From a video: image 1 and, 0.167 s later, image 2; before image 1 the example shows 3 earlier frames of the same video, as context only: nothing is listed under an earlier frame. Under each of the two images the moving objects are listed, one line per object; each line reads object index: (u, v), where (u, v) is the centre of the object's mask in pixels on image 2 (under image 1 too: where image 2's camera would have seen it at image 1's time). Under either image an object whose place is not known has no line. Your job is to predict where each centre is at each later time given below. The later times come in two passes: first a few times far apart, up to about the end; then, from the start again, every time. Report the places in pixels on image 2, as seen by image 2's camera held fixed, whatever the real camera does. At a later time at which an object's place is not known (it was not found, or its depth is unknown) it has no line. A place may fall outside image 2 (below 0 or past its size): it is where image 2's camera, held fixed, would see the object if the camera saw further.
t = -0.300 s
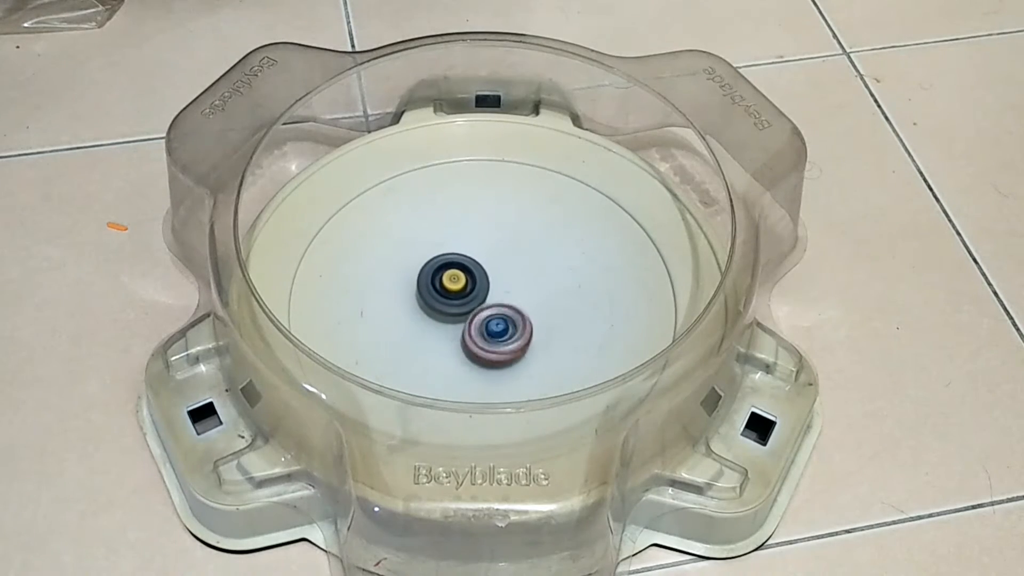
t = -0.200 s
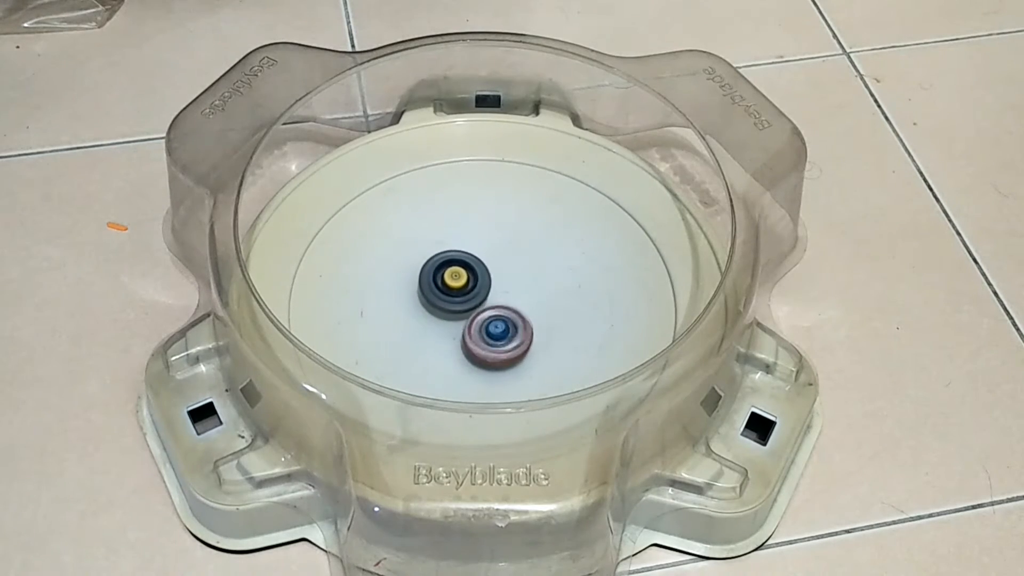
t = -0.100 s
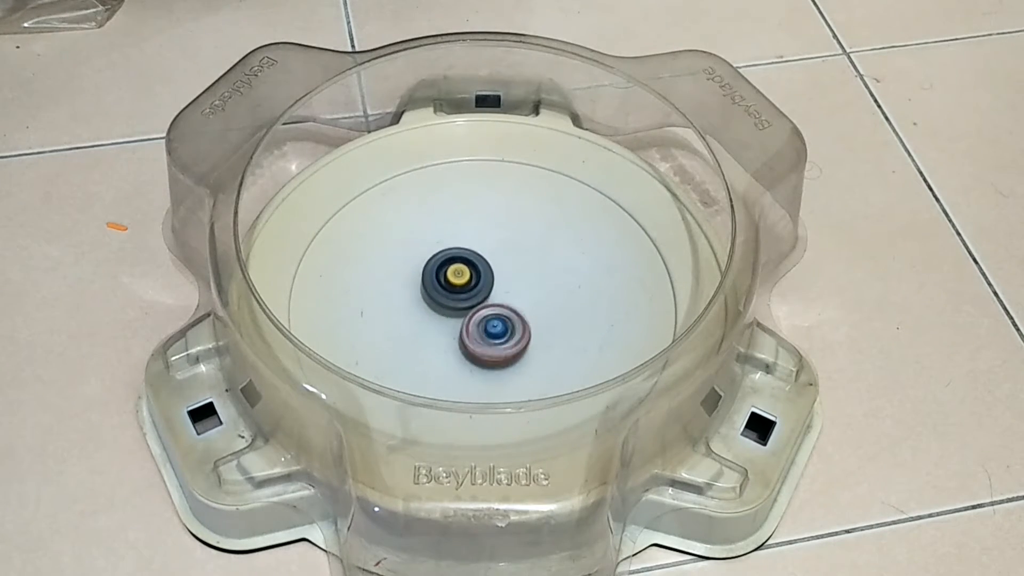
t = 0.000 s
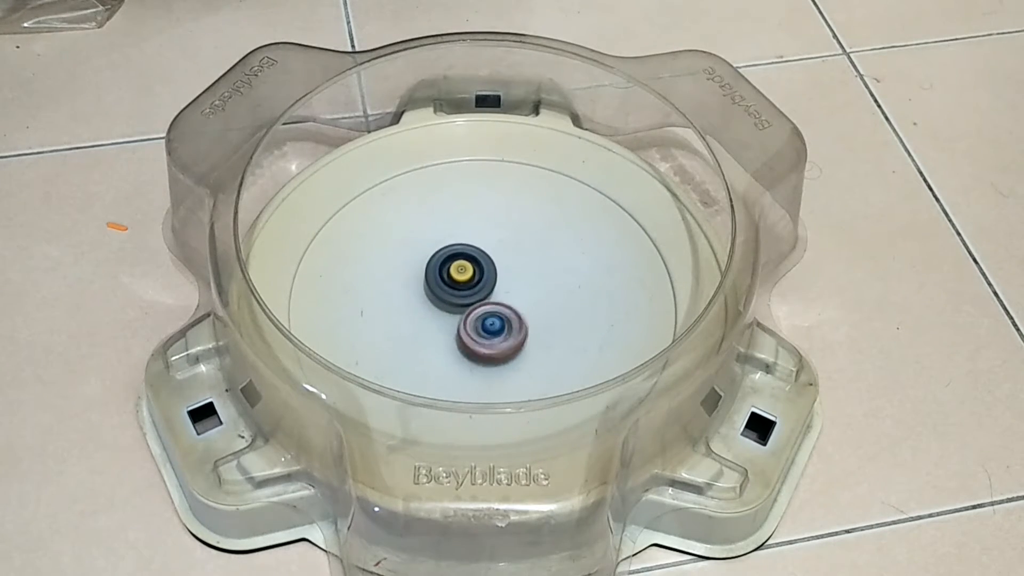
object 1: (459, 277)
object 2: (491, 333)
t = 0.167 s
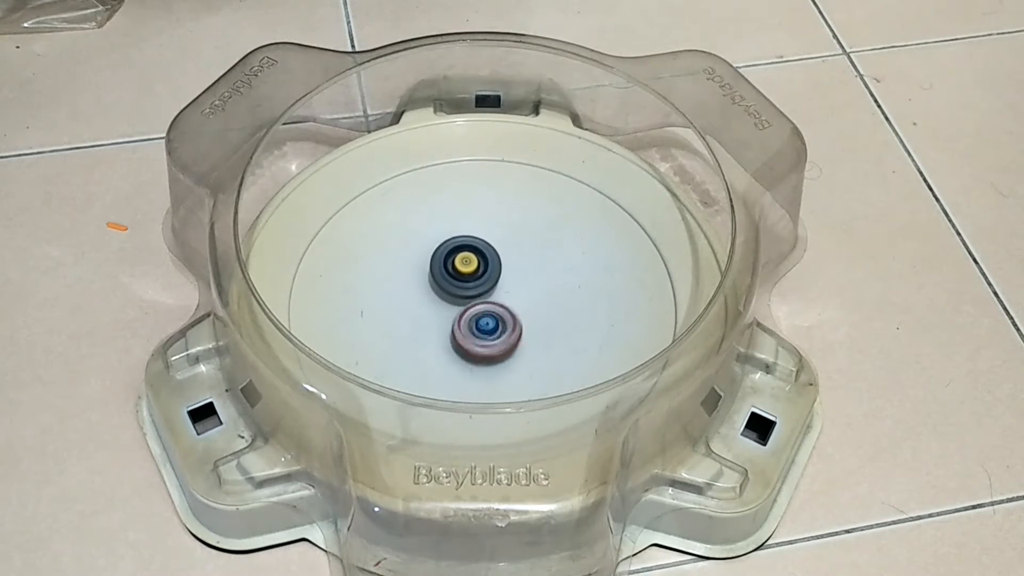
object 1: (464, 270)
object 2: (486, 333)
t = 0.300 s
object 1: (468, 268)
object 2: (484, 333)
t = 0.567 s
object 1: (476, 267)
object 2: (481, 333)
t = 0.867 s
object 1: (480, 263)
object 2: (470, 338)
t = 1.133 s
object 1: (485, 267)
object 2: (472, 328)
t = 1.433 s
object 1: (497, 272)
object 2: (466, 327)
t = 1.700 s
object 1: (508, 275)
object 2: (444, 323)
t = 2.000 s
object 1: (509, 285)
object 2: (440, 307)
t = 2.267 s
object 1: (532, 293)
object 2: (453, 303)
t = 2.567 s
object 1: (521, 301)
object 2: (448, 298)
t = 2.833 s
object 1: (531, 309)
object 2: (435, 286)
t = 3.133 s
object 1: (531, 316)
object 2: (450, 286)
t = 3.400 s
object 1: (512, 324)
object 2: (453, 287)
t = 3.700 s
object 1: (499, 332)
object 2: (476, 276)
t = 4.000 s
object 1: (488, 336)
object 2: (507, 272)
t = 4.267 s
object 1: (470, 339)
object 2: (510, 281)
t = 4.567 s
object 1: (451, 331)
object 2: (495, 284)
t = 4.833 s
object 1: (450, 322)
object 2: (503, 281)
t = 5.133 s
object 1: (450, 315)
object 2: (519, 297)
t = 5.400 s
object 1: (436, 302)
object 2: (522, 320)
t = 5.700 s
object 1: (442, 286)
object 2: (504, 339)
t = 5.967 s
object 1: (452, 278)
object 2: (501, 335)
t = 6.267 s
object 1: (465, 277)
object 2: (511, 327)
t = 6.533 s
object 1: (460, 272)
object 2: (520, 336)
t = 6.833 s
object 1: (456, 272)
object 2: (505, 322)
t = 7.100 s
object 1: (452, 270)
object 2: (503, 317)
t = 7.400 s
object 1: (455, 269)
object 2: (498, 331)
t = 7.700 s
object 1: (464, 271)
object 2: (477, 332)
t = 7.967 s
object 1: (475, 269)
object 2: (464, 330)
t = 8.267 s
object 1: (486, 273)
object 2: (445, 325)
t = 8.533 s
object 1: (505, 279)
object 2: (440, 314)
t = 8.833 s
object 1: (514, 287)
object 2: (438, 302)
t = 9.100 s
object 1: (528, 298)
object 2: (438, 292)
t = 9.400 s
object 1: (527, 304)
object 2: (455, 283)
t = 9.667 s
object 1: (524, 304)
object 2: (457, 285)
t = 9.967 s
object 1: (529, 305)
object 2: (453, 289)
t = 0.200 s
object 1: (465, 270)
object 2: (484, 330)
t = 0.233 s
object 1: (466, 271)
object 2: (484, 330)
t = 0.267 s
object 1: (467, 269)
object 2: (484, 332)
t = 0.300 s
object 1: (468, 268)
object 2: (484, 333)
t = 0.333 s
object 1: (470, 267)
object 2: (485, 332)
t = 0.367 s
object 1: (471, 268)
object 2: (485, 332)
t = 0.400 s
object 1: (472, 268)
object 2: (485, 331)
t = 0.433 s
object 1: (472, 270)
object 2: (484, 330)
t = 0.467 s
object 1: (473, 269)
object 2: (484, 331)
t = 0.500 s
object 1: (474, 268)
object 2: (483, 333)
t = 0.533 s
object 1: (475, 267)
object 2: (481, 334)
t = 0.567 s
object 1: (476, 267)
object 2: (481, 333)
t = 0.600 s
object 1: (477, 268)
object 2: (479, 332)
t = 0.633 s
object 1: (478, 269)
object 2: (478, 331)
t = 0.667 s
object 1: (478, 268)
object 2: (478, 332)
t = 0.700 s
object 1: (478, 264)
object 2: (477, 337)
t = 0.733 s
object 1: (479, 261)
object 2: (476, 339)
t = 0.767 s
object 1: (479, 260)
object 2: (473, 339)
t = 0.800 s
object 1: (480, 260)
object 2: (472, 340)
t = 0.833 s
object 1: (480, 261)
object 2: (471, 339)
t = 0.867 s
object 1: (480, 263)
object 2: (470, 338)
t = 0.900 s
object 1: (481, 266)
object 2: (471, 337)
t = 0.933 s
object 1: (480, 268)
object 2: (471, 334)
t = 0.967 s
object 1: (480, 269)
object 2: (472, 332)
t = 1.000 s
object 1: (480, 270)
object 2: (472, 331)
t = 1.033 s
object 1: (481, 268)
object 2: (472, 331)
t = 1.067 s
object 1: (482, 268)
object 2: (473, 330)
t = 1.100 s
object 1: (483, 268)
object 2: (474, 328)
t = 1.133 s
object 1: (485, 267)
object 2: (472, 328)
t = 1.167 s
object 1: (486, 266)
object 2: (473, 326)
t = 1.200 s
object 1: (488, 266)
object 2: (473, 326)
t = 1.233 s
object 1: (492, 265)
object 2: (472, 330)
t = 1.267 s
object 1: (494, 264)
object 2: (470, 331)
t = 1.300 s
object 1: (496, 264)
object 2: (469, 332)
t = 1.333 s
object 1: (497, 265)
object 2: (468, 331)
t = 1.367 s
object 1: (498, 267)
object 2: (467, 330)
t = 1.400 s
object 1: (498, 269)
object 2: (467, 329)
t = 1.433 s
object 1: (497, 272)
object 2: (466, 327)
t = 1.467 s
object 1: (499, 271)
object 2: (462, 328)
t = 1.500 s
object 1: (501, 272)
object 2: (459, 328)
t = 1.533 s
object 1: (502, 272)
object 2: (456, 328)
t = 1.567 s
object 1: (503, 273)
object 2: (454, 327)
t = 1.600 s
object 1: (503, 275)
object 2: (453, 325)
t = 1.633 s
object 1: (502, 276)
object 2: (453, 323)
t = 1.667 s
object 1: (504, 276)
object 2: (451, 322)
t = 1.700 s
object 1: (508, 275)
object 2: (444, 323)
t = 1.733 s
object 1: (511, 275)
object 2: (441, 323)
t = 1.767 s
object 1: (512, 275)
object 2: (437, 321)
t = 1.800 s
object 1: (513, 277)
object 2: (435, 320)
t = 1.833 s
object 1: (513, 279)
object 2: (433, 318)
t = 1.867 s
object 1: (511, 280)
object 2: (433, 315)
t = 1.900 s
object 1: (510, 282)
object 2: (434, 313)
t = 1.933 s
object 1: (508, 284)
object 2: (436, 312)
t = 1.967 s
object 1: (507, 285)
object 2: (440, 309)
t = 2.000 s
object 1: (509, 285)
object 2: (440, 307)
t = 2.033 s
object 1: (516, 285)
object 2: (441, 307)
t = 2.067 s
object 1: (520, 286)
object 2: (443, 305)
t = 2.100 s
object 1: (522, 287)
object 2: (446, 305)
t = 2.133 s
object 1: (523, 288)
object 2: (450, 304)
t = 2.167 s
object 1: (524, 290)
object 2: (454, 304)
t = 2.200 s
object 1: (528, 291)
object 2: (455, 304)
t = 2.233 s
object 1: (531, 292)
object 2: (453, 303)
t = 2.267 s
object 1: (532, 293)
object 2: (453, 303)
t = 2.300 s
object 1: (532, 294)
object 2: (453, 302)
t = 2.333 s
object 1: (530, 295)
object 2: (452, 301)
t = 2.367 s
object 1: (528, 295)
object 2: (454, 301)
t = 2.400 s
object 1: (525, 296)
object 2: (454, 300)
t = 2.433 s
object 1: (525, 297)
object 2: (452, 300)
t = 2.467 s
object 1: (525, 298)
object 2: (450, 299)
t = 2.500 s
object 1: (524, 299)
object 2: (448, 299)
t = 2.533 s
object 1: (523, 300)
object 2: (448, 299)
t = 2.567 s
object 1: (521, 301)
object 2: (448, 298)
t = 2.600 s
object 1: (521, 301)
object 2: (448, 297)
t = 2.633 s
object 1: (531, 303)
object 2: (439, 295)
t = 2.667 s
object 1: (536, 305)
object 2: (434, 295)
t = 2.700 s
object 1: (538, 306)
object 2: (432, 294)
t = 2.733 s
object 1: (538, 307)
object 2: (431, 292)
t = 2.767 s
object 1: (537, 308)
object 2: (431, 289)
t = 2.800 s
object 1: (534, 309)
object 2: (433, 287)
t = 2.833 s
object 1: (531, 309)
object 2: (435, 286)
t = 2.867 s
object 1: (527, 308)
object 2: (438, 285)
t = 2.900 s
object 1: (524, 308)
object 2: (441, 285)
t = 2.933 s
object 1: (521, 307)
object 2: (449, 286)
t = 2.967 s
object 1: (521, 307)
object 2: (452, 286)
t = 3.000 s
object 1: (528, 310)
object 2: (449, 284)
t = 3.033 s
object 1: (532, 313)
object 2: (448, 284)
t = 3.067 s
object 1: (533, 314)
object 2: (448, 284)
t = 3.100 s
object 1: (533, 315)
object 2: (449, 286)
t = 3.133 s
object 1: (531, 316)
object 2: (450, 286)
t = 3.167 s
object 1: (529, 317)
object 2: (452, 288)
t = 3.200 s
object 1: (525, 317)
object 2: (454, 290)
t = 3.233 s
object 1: (520, 317)
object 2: (455, 291)
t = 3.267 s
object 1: (520, 319)
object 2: (453, 291)
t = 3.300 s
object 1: (519, 321)
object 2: (452, 289)
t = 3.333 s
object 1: (518, 323)
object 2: (451, 289)
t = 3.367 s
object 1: (515, 324)
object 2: (452, 288)
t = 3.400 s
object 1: (512, 324)
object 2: (453, 287)
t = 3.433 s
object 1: (509, 324)
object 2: (455, 286)
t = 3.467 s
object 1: (510, 328)
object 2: (456, 283)
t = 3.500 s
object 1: (509, 330)
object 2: (457, 281)
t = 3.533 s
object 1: (508, 331)
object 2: (460, 279)
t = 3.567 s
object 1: (506, 331)
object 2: (462, 279)
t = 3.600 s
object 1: (504, 331)
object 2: (466, 279)
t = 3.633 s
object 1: (501, 330)
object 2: (469, 279)
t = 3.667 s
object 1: (500, 331)
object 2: (473, 278)
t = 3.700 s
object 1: (499, 332)
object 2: (476, 276)
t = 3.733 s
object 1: (498, 332)
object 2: (480, 275)
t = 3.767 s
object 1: (497, 332)
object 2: (485, 274)
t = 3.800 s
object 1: (497, 333)
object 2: (489, 275)
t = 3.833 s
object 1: (496, 337)
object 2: (492, 273)
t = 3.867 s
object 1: (494, 339)
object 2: (495, 271)
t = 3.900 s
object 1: (492, 340)
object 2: (499, 270)
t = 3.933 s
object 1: (491, 339)
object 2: (503, 270)
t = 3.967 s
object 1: (489, 338)
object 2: (505, 270)
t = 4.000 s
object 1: (488, 336)
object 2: (507, 272)
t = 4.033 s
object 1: (487, 334)
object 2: (509, 274)
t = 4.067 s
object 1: (486, 331)
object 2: (511, 276)
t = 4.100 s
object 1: (483, 336)
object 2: (513, 276)
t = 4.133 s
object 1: (479, 340)
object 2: (515, 274)
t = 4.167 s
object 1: (475, 341)
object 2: (516, 275)
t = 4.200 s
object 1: (473, 341)
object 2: (515, 276)
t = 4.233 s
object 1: (471, 340)
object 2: (513, 279)
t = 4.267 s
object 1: (470, 339)
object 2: (510, 281)
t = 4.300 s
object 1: (470, 337)
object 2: (508, 283)
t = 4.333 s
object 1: (468, 336)
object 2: (505, 285)
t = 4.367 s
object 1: (464, 336)
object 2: (503, 285)
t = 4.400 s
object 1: (461, 335)
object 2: (501, 286)
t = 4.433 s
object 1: (459, 335)
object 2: (500, 286)
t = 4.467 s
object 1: (455, 335)
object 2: (499, 285)
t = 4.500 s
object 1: (452, 334)
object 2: (498, 285)
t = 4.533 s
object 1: (451, 333)
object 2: (497, 285)
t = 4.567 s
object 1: (451, 331)
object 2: (495, 284)
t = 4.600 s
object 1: (449, 330)
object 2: (496, 283)
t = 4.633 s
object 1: (446, 331)
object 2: (497, 281)
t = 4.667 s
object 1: (443, 331)
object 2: (498, 279)
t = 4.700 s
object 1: (443, 329)
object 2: (499, 278)
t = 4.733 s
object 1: (443, 327)
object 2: (500, 279)
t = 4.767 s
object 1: (445, 326)
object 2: (502, 279)
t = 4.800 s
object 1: (447, 324)
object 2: (502, 280)
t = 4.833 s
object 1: (450, 322)
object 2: (503, 281)
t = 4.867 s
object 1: (452, 321)
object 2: (504, 282)
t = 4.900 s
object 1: (451, 321)
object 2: (506, 283)
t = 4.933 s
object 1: (447, 322)
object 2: (511, 283)
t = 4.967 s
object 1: (446, 321)
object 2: (513, 285)
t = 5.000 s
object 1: (445, 320)
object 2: (517, 287)
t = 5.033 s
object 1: (446, 319)
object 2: (518, 289)
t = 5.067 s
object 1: (447, 317)
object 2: (519, 292)
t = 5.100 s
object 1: (449, 316)
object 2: (519, 295)
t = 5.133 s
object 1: (450, 315)
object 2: (519, 297)
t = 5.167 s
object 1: (447, 315)
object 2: (520, 299)
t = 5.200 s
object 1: (446, 313)
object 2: (520, 301)
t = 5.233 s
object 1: (446, 312)
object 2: (519, 304)
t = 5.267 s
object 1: (446, 311)
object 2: (518, 307)
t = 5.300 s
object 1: (444, 309)
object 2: (517, 309)
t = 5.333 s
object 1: (438, 306)
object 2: (521, 312)
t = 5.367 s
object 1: (436, 304)
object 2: (522, 316)
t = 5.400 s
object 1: (436, 302)
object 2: (522, 320)
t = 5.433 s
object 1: (437, 300)
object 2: (520, 323)
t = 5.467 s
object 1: (439, 299)
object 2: (516, 326)
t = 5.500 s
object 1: (441, 299)
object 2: (513, 327)
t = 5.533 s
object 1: (444, 298)
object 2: (509, 328)
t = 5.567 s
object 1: (440, 293)
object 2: (510, 332)
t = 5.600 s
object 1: (439, 289)
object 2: (510, 334)
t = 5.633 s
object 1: (439, 287)
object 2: (509, 337)
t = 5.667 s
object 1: (440, 286)
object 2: (507, 338)
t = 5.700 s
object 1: (442, 286)
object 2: (504, 339)
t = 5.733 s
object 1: (444, 286)
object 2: (502, 338)
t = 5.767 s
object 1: (447, 287)
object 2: (500, 337)
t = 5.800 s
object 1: (449, 287)
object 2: (497, 335)
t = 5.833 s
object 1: (449, 285)
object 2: (498, 335)
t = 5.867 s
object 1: (448, 281)
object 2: (502, 338)
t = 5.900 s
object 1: (448, 279)
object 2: (502, 338)
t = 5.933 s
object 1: (450, 278)
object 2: (502, 336)
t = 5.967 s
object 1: (452, 278)
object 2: (501, 335)
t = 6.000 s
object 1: (454, 279)
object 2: (502, 333)
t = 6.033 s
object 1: (456, 280)
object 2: (501, 331)
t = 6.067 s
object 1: (458, 280)
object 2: (501, 329)
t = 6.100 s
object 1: (458, 278)
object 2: (504, 330)
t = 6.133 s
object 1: (459, 276)
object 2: (506, 331)
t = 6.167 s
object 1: (460, 275)
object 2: (508, 330)
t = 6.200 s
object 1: (462, 275)
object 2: (509, 329)
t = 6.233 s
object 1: (463, 276)
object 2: (511, 329)
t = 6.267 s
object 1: (465, 277)
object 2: (511, 327)
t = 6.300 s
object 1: (466, 278)
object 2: (511, 326)
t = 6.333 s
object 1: (465, 277)
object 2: (514, 326)
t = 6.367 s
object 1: (460, 272)
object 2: (518, 330)
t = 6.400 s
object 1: (458, 270)
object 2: (520, 332)
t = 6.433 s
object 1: (457, 270)
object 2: (521, 333)
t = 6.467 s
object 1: (458, 270)
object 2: (522, 334)
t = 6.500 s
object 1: (459, 271)
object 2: (522, 335)
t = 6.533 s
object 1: (460, 272)
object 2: (520, 336)
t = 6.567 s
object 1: (461, 274)
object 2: (518, 337)
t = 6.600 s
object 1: (463, 276)
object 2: (515, 335)
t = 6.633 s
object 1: (464, 279)
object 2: (511, 334)
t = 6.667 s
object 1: (465, 281)
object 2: (508, 330)
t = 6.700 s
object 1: (463, 279)
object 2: (507, 329)
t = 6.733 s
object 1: (460, 276)
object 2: (507, 327)
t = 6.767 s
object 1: (458, 275)
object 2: (506, 324)
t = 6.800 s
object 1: (457, 275)
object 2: (504, 321)
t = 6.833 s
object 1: (456, 272)
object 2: (505, 322)
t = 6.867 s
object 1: (455, 270)
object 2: (505, 322)
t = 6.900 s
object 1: (455, 269)
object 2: (504, 322)
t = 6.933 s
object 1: (456, 270)
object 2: (504, 321)
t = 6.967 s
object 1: (456, 271)
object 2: (502, 319)
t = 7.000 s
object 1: (455, 271)
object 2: (502, 317)
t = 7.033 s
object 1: (453, 270)
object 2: (503, 318)
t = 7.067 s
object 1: (452, 270)
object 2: (503, 318)
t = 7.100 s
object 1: (452, 270)
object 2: (503, 317)
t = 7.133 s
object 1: (452, 271)
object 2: (502, 315)
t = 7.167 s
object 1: (452, 270)
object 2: (503, 316)
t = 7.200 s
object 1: (451, 266)
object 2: (505, 320)
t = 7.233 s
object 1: (450, 265)
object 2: (506, 323)
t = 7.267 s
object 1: (451, 264)
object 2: (506, 326)
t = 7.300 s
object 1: (453, 265)
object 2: (505, 328)
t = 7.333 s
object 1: (454, 266)
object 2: (503, 330)
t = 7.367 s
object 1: (454, 268)
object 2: (501, 330)
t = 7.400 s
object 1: (455, 269)
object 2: (498, 331)
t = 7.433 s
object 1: (456, 271)
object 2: (496, 330)
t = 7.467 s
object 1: (457, 272)
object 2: (494, 329)
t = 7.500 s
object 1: (457, 273)
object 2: (492, 328)
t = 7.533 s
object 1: (458, 272)
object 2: (491, 328)
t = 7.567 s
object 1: (458, 271)
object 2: (489, 331)
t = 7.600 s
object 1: (460, 270)
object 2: (486, 332)
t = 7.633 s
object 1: (462, 270)
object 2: (483, 332)
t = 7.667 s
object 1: (463, 271)
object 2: (479, 332)
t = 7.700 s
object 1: (464, 271)
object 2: (477, 332)
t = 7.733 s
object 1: (465, 269)
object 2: (474, 332)
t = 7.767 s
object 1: (466, 268)
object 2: (473, 332)
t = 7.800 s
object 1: (468, 269)
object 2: (471, 330)
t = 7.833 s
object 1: (470, 268)
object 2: (470, 331)
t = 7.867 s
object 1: (472, 267)
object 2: (468, 331)
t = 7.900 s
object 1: (473, 267)
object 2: (466, 331)
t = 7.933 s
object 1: (474, 268)
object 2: (466, 331)
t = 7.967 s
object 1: (475, 269)
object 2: (464, 330)
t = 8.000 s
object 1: (476, 270)
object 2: (462, 330)
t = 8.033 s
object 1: (479, 267)
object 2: (459, 334)
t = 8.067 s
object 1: (482, 266)
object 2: (454, 337)
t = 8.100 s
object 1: (483, 267)
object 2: (451, 337)
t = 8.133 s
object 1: (485, 268)
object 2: (446, 335)
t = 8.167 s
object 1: (485, 270)
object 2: (445, 333)
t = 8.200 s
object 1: (485, 272)
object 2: (444, 329)
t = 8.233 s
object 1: (485, 273)
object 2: (445, 327)
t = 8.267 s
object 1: (486, 273)
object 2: (445, 325)
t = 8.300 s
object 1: (490, 272)
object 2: (442, 324)
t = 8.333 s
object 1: (493, 272)
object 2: (442, 323)
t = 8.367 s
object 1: (495, 273)
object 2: (443, 321)
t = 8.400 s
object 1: (496, 274)
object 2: (444, 319)
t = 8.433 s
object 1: (499, 275)
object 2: (443, 318)
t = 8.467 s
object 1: (503, 276)
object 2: (441, 317)
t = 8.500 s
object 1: (505, 277)
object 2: (440, 315)
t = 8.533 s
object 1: (505, 279)
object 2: (440, 314)
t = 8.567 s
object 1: (505, 280)
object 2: (442, 312)
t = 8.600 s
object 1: (507, 281)
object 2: (440, 311)
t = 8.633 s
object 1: (510, 282)
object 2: (437, 310)
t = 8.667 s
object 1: (511, 282)
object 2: (437, 309)
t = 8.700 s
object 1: (511, 284)
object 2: (438, 307)
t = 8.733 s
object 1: (510, 285)
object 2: (439, 306)
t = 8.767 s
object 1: (509, 286)
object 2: (440, 305)
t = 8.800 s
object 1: (512, 286)
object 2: (438, 304)
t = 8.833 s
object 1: (514, 287)
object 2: (438, 302)
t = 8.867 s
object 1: (514, 289)
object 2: (439, 301)
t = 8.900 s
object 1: (513, 290)
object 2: (440, 299)
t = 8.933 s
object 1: (513, 291)
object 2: (442, 299)
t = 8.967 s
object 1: (514, 291)
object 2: (442, 298)
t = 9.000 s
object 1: (515, 292)
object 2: (444, 298)
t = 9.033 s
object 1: (521, 294)
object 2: (441, 296)
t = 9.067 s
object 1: (527, 296)
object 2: (438, 294)
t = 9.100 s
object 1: (528, 298)
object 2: (438, 292)
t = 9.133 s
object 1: (528, 299)
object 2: (439, 291)
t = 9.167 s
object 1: (526, 299)
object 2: (441, 289)
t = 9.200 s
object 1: (524, 299)
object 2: (444, 288)
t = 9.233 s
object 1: (522, 299)
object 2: (448, 288)
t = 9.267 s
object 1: (522, 299)
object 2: (451, 287)
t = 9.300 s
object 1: (528, 301)
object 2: (450, 285)
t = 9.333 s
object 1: (529, 303)
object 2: (450, 284)
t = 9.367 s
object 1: (529, 304)
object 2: (452, 283)
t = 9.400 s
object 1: (527, 304)
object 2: (455, 283)
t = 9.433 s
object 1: (525, 303)
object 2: (457, 284)
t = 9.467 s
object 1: (525, 304)
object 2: (458, 284)
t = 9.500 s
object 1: (529, 305)
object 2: (456, 283)
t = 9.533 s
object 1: (529, 306)
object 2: (455, 283)
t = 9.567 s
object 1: (528, 306)
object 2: (455, 283)
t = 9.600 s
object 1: (526, 306)
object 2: (456, 283)
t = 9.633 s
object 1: (525, 305)
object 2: (457, 284)
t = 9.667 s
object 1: (524, 304)
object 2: (457, 285)
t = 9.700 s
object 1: (529, 305)
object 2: (454, 285)
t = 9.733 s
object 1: (531, 306)
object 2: (453, 285)
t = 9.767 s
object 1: (530, 307)
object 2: (452, 285)
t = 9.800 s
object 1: (529, 306)
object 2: (452, 285)
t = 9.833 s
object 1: (527, 306)
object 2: (453, 285)
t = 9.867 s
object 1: (527, 305)
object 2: (453, 286)
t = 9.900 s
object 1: (525, 304)
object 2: (454, 287)
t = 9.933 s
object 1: (524, 303)
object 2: (455, 289)
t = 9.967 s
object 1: (529, 305)
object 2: (453, 289)
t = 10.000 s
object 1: (534, 307)
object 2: (448, 288)
